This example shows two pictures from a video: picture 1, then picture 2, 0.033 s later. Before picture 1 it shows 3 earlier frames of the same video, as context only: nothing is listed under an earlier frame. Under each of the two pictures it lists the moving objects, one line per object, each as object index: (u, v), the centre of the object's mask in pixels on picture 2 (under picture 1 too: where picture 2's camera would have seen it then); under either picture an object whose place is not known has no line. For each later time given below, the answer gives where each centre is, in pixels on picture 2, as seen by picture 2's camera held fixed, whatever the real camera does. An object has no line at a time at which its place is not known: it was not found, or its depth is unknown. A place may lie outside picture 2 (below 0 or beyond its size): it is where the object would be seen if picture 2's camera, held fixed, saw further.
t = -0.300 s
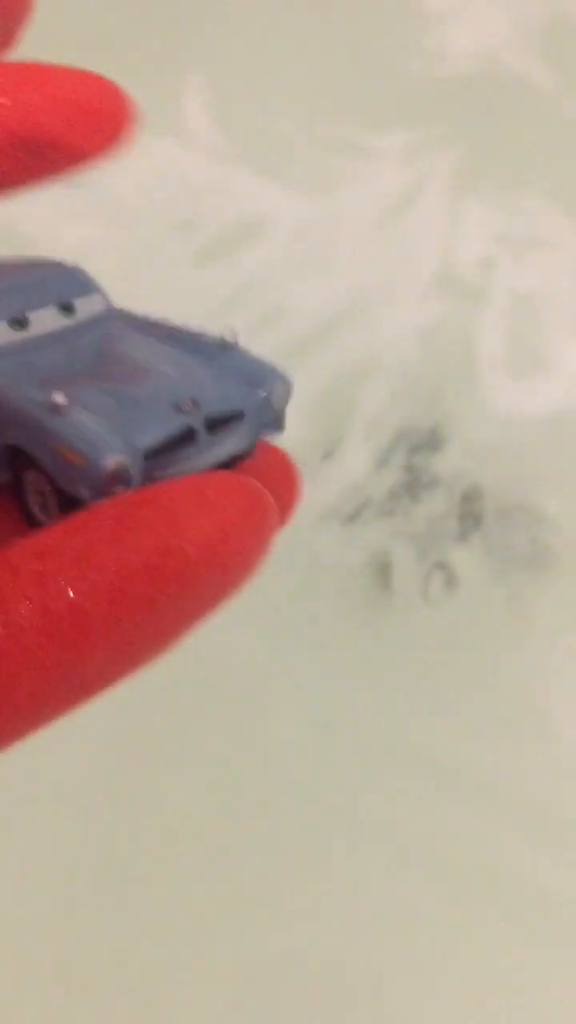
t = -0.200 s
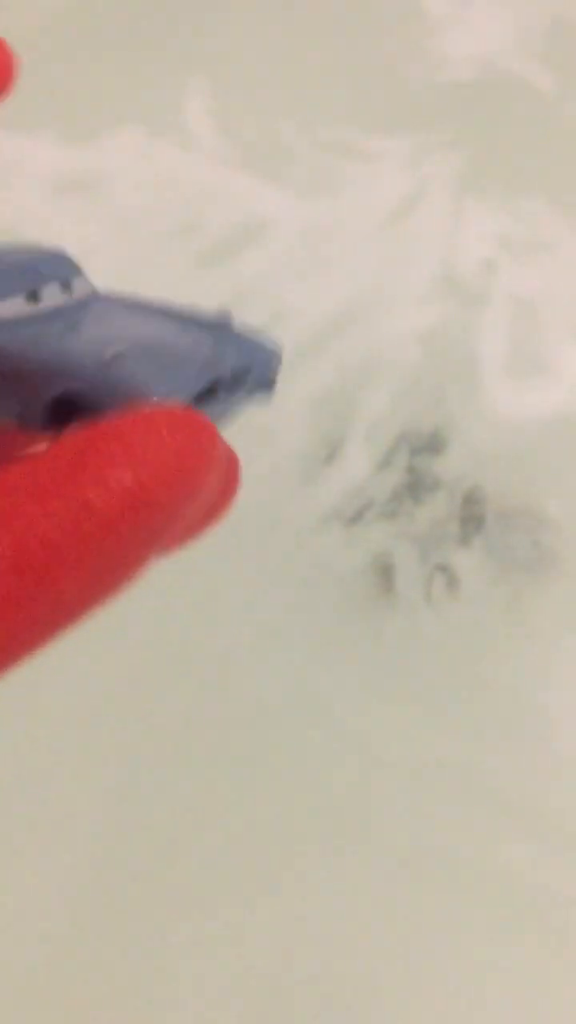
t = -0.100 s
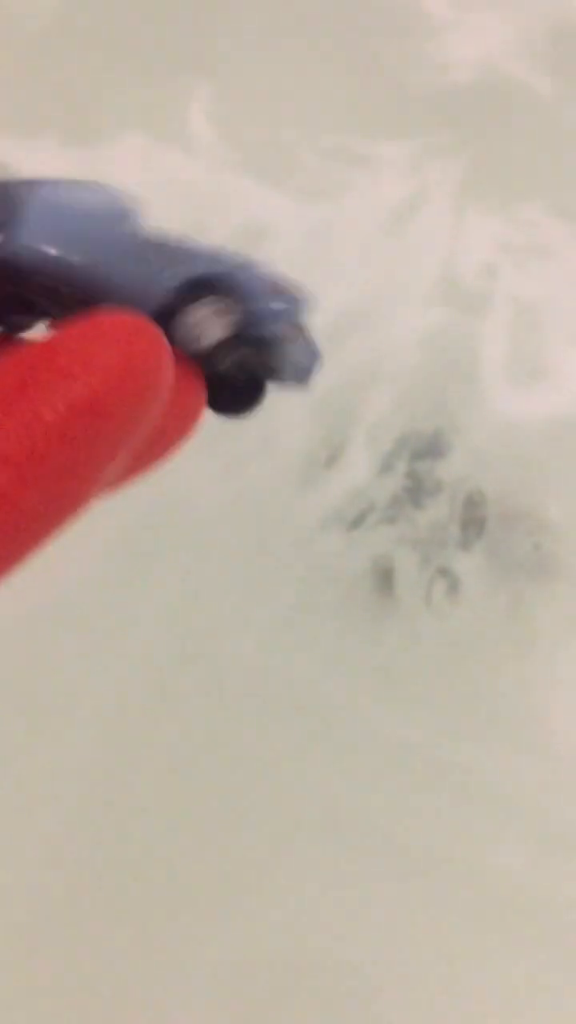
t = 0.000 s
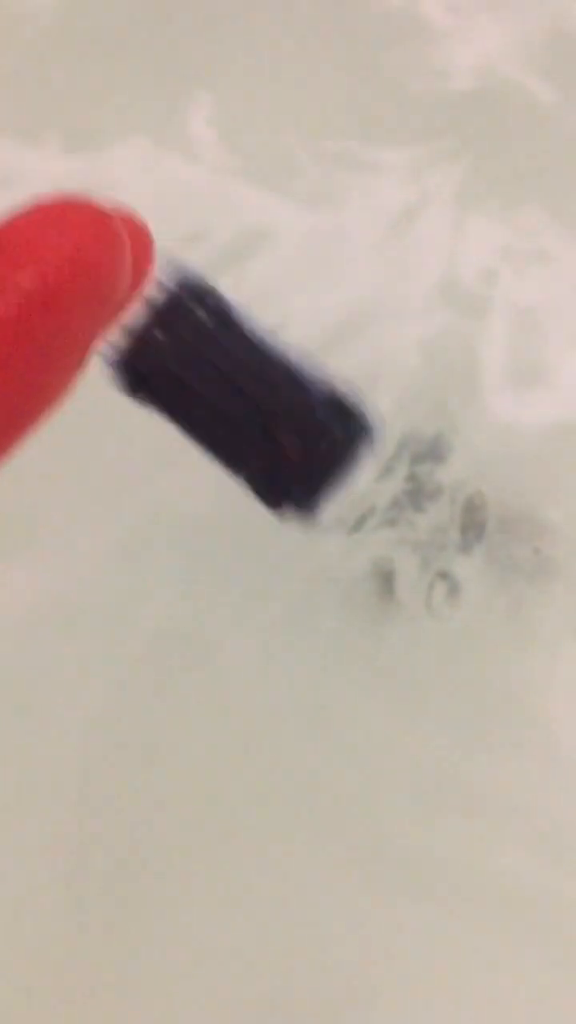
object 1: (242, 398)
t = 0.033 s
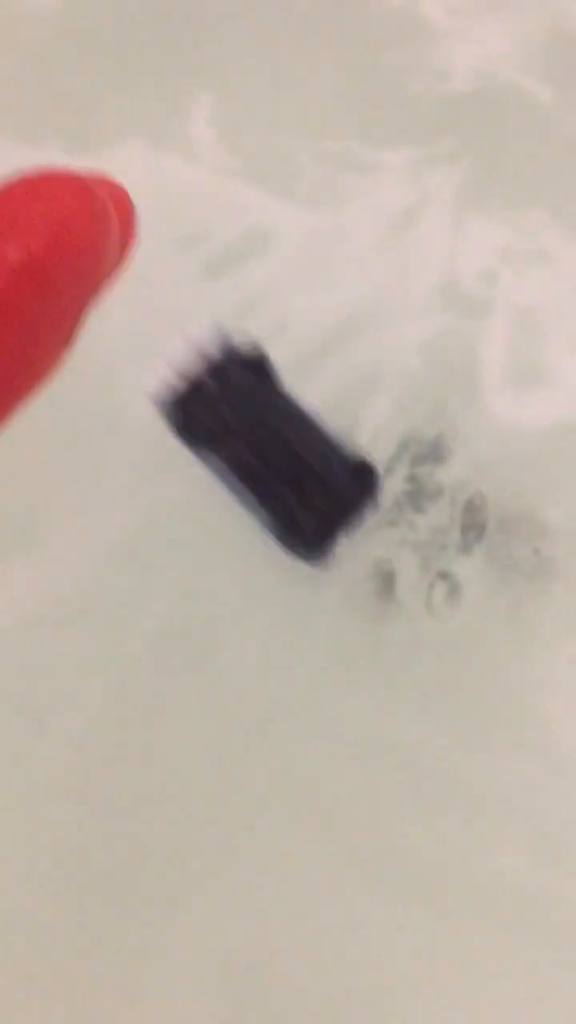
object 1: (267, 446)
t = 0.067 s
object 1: (295, 473)
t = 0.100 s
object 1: (315, 490)
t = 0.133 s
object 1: (314, 492)
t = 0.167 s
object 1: (313, 478)
